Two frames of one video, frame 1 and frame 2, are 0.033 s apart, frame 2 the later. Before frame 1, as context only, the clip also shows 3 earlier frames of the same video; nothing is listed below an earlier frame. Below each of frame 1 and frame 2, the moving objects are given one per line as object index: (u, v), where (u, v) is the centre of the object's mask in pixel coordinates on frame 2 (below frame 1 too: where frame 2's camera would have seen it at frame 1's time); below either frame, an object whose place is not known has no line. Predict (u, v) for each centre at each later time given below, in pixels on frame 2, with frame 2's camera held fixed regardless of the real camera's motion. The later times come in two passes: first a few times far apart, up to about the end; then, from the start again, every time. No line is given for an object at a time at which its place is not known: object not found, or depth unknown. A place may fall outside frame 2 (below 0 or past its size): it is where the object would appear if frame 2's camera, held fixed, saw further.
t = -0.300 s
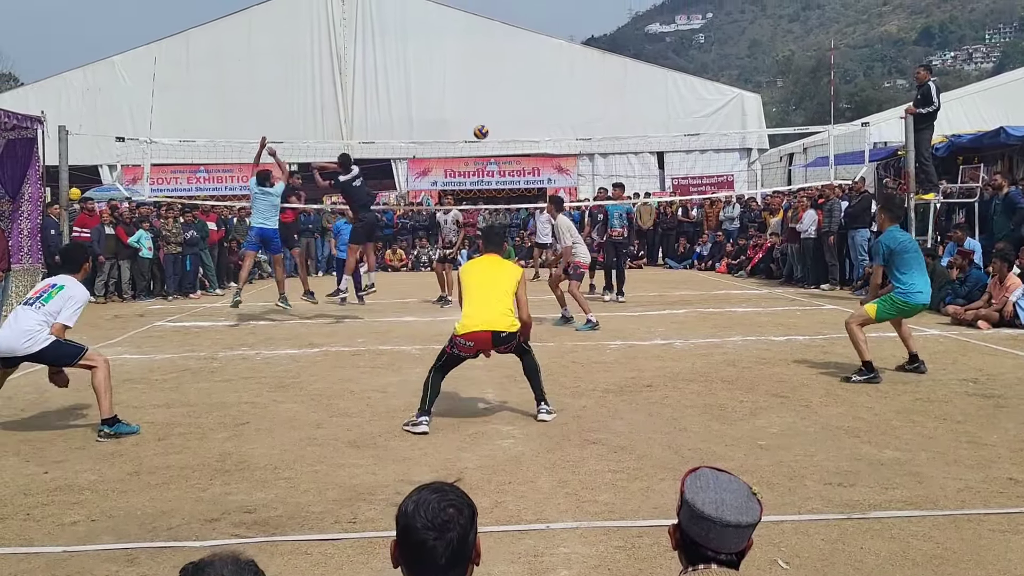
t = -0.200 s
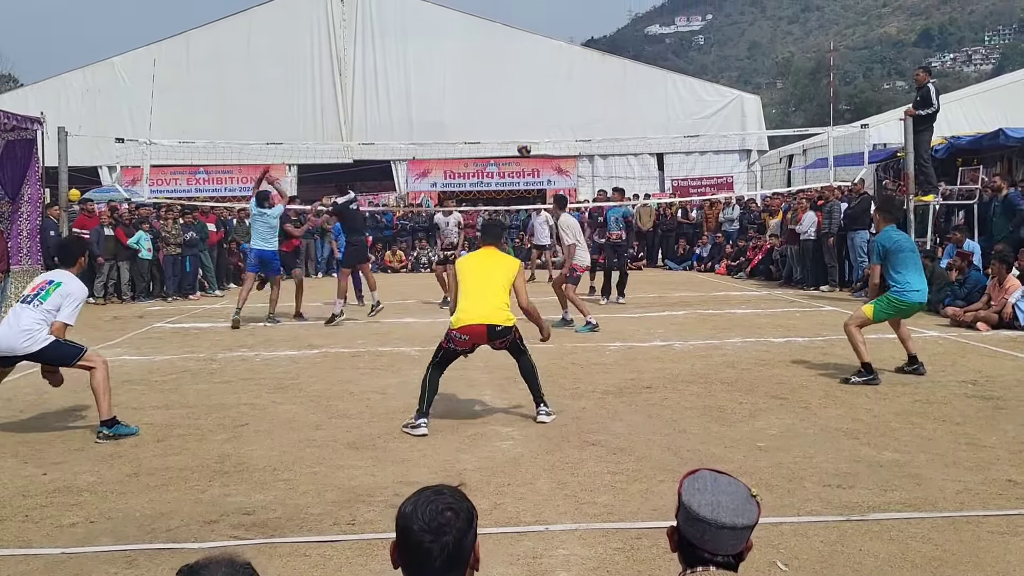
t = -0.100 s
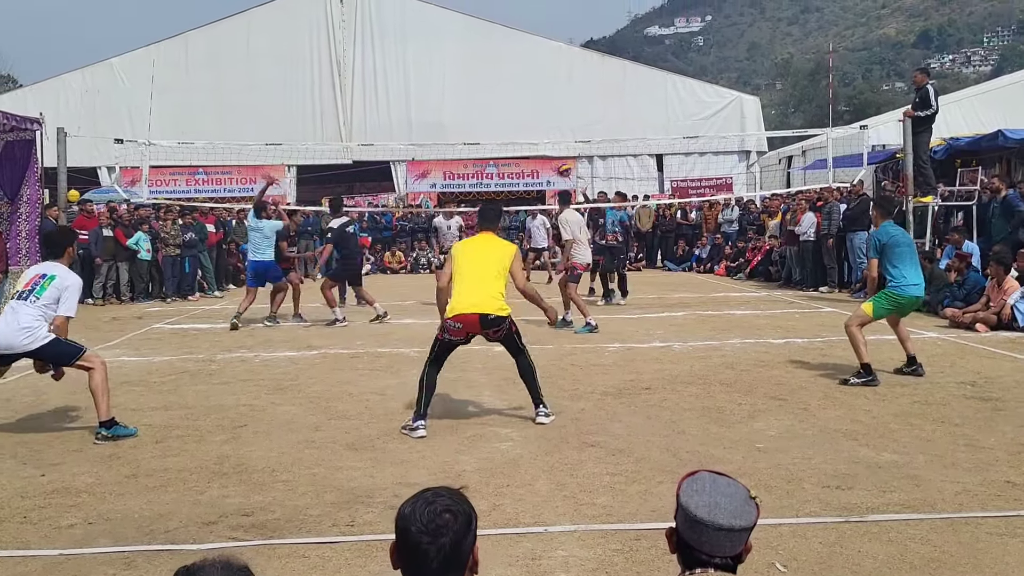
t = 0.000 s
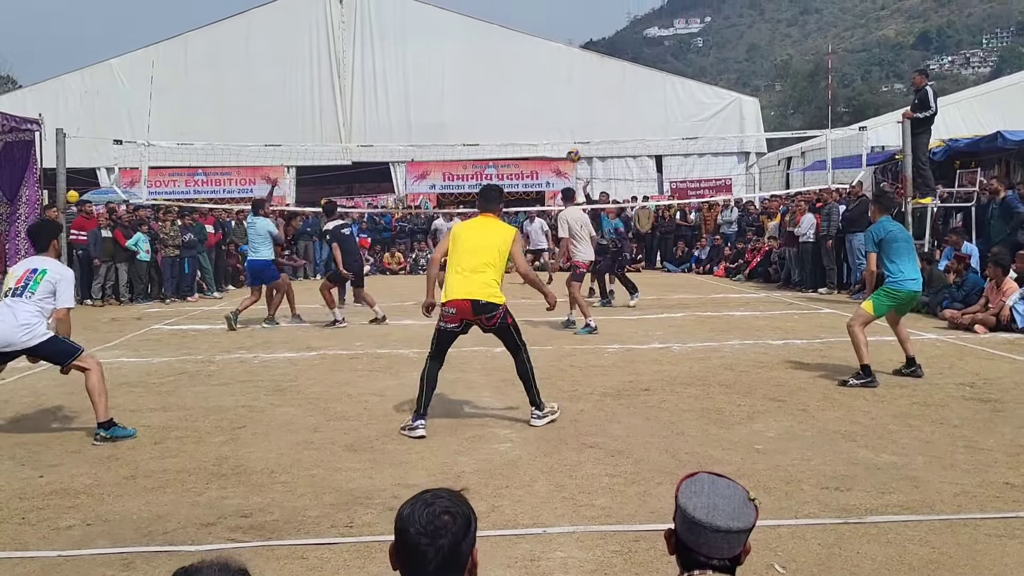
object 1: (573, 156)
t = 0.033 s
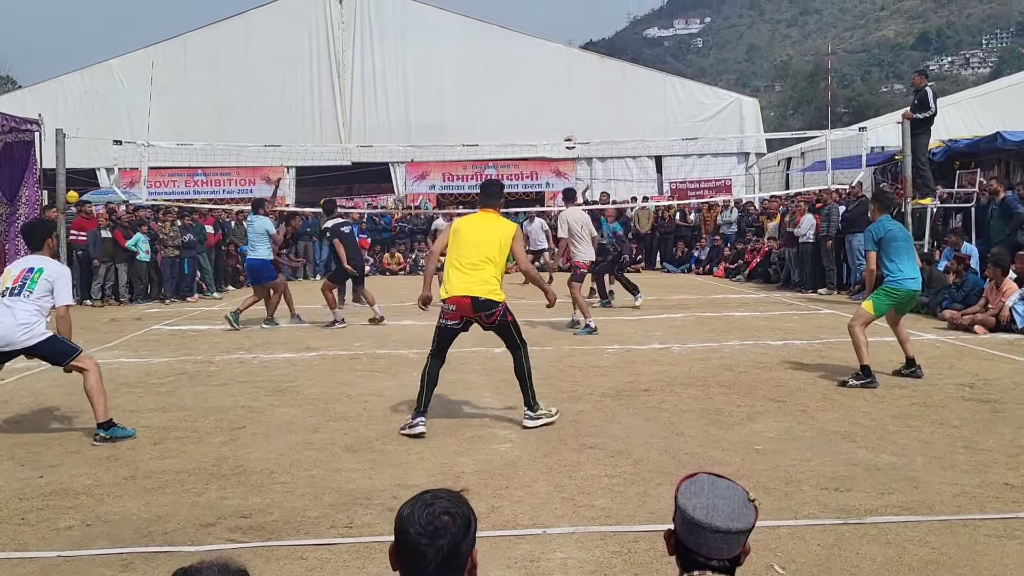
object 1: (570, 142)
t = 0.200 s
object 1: (555, 87)
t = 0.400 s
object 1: (539, 46)
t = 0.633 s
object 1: (522, 31)
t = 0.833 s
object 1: (509, 44)
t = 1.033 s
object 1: (497, 81)
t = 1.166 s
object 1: (491, 117)
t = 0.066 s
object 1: (567, 130)
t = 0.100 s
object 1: (564, 118)
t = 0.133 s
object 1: (561, 107)
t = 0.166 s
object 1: (558, 97)
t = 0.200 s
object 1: (555, 87)
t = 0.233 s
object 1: (552, 78)
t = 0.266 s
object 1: (550, 70)
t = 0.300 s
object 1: (547, 63)
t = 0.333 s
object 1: (544, 56)
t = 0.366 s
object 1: (542, 51)
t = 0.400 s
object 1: (539, 46)
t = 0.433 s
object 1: (537, 41)
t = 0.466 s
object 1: (534, 37)
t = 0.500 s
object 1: (532, 35)
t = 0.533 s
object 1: (530, 33)
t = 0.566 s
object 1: (527, 31)
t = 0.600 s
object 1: (525, 30)
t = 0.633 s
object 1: (522, 31)
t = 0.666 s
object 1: (520, 31)
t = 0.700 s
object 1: (518, 32)
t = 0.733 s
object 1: (515, 35)
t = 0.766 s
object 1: (513, 37)
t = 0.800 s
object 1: (511, 40)
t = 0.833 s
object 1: (509, 44)
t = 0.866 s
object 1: (507, 48)
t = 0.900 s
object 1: (505, 53)
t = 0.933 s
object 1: (503, 59)
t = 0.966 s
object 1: (501, 66)
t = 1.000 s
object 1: (499, 73)
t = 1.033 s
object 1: (497, 81)
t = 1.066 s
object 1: (495, 89)
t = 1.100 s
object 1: (494, 97)
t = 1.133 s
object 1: (492, 107)
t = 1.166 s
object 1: (491, 117)
